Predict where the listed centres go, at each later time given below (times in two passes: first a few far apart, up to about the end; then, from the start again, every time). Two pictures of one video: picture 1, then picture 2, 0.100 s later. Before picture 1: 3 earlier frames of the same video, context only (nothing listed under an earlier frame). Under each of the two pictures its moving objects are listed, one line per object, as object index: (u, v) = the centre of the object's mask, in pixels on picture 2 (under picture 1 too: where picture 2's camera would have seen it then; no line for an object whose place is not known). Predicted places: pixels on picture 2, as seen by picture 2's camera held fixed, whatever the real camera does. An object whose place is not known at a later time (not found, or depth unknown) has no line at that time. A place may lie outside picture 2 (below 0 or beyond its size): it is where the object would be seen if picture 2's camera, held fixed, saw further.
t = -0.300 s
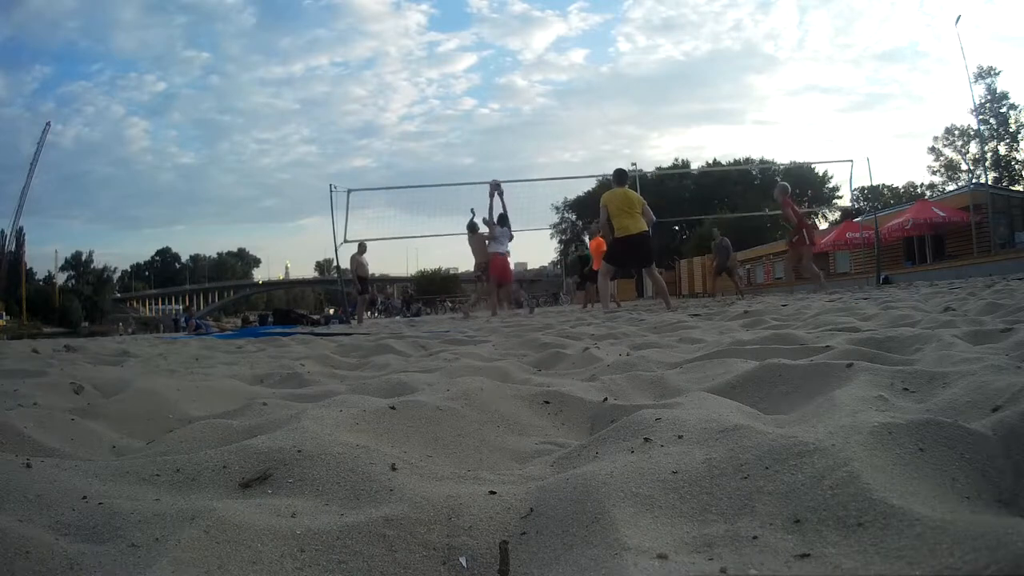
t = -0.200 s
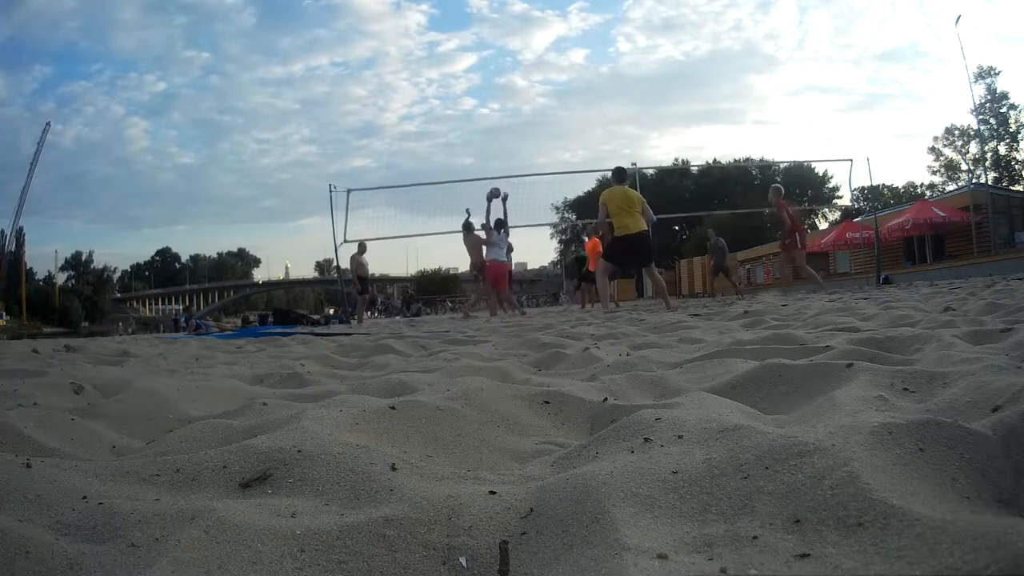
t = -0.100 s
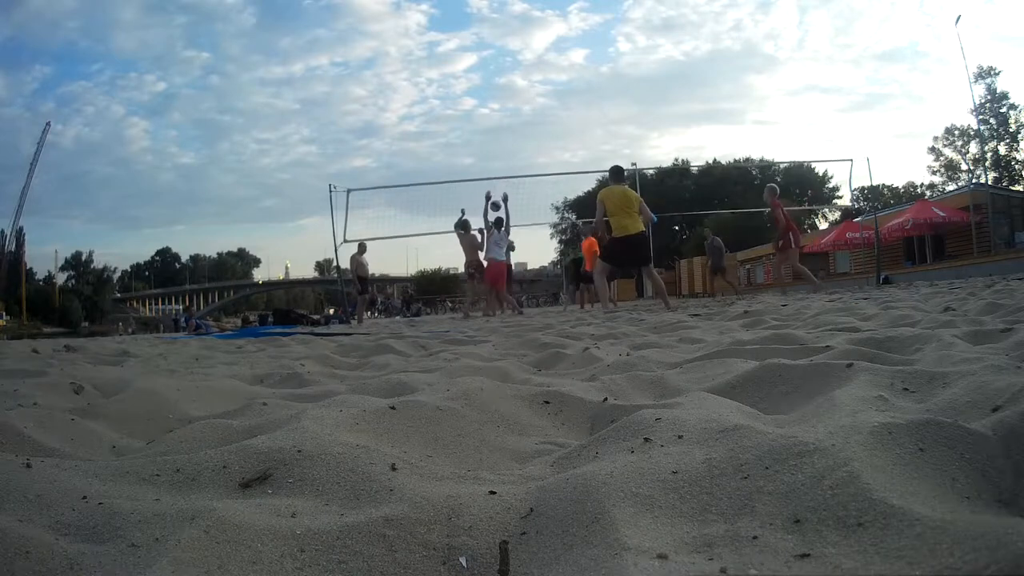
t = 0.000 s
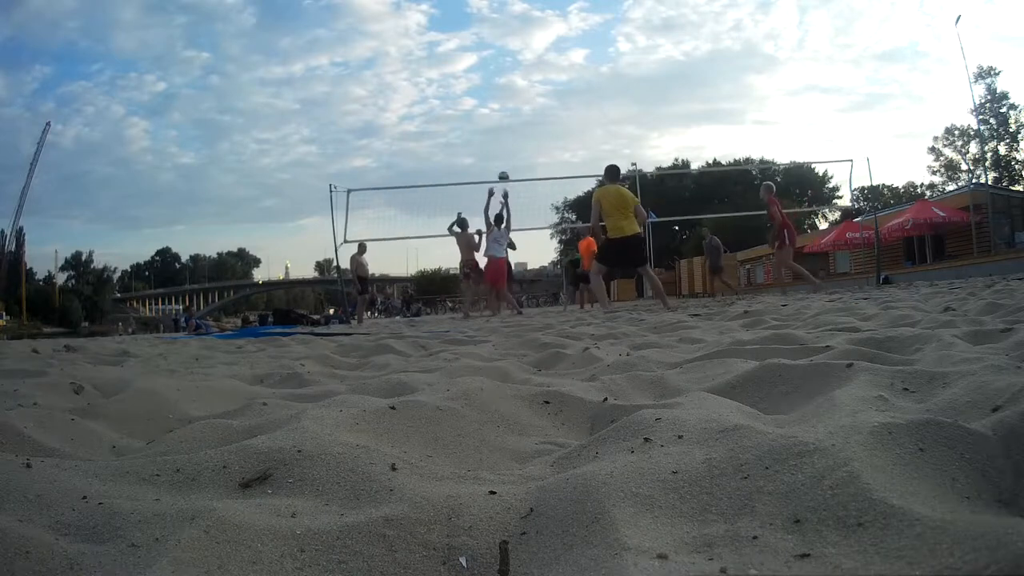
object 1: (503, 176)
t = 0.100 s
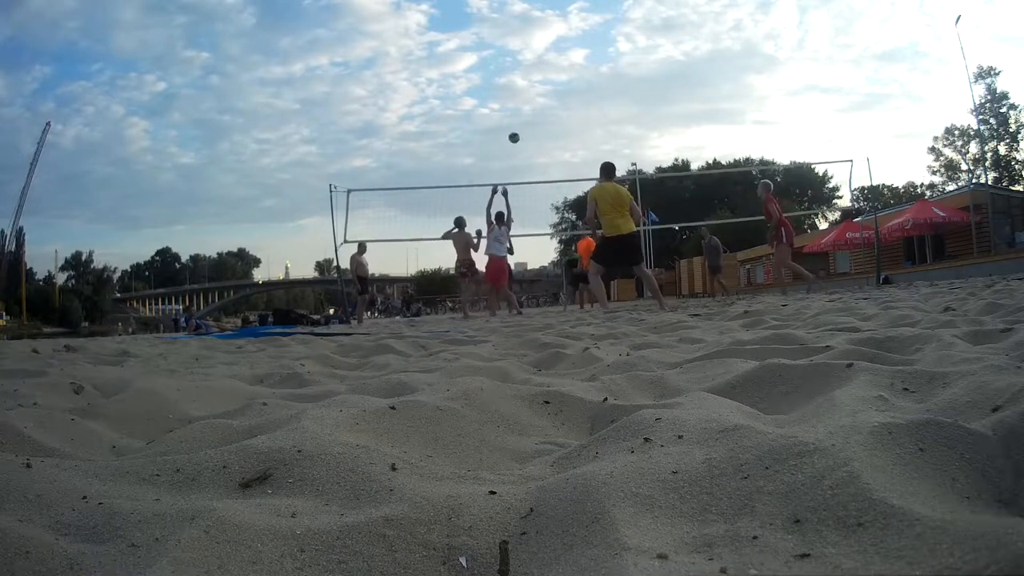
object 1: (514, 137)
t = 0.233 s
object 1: (528, 95)
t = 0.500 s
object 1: (555, 42)
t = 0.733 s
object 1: (579, 23)
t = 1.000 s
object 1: (608, 32)
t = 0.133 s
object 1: (517, 126)
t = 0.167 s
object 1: (521, 115)
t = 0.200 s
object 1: (524, 104)
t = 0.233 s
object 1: (528, 95)
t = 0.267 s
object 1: (531, 86)
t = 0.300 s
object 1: (534, 78)
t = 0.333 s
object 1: (538, 70)
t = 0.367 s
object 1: (541, 63)
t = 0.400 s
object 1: (545, 57)
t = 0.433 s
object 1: (548, 51)
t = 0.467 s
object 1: (552, 46)
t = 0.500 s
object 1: (555, 42)
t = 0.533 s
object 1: (559, 38)
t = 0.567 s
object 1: (562, 34)
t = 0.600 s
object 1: (565, 31)
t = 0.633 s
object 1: (569, 28)
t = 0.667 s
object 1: (572, 26)
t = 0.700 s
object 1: (575, 24)
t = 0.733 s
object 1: (579, 23)
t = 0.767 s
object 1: (582, 23)
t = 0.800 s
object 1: (586, 23)
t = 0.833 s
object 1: (589, 23)
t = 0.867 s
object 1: (593, 24)
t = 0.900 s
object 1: (597, 25)
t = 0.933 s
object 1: (601, 27)
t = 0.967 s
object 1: (604, 29)
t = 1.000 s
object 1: (608, 32)
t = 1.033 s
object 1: (612, 36)
